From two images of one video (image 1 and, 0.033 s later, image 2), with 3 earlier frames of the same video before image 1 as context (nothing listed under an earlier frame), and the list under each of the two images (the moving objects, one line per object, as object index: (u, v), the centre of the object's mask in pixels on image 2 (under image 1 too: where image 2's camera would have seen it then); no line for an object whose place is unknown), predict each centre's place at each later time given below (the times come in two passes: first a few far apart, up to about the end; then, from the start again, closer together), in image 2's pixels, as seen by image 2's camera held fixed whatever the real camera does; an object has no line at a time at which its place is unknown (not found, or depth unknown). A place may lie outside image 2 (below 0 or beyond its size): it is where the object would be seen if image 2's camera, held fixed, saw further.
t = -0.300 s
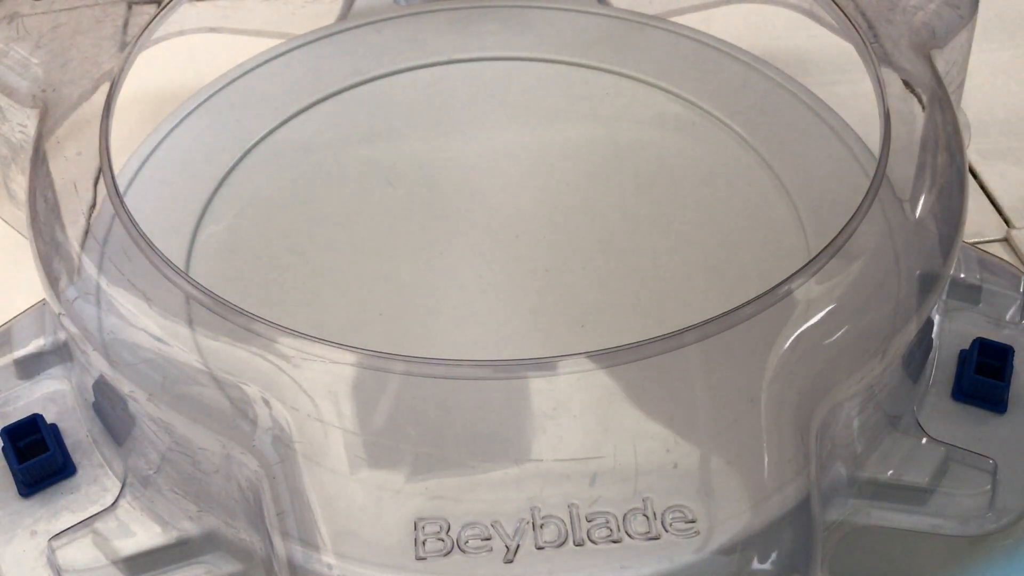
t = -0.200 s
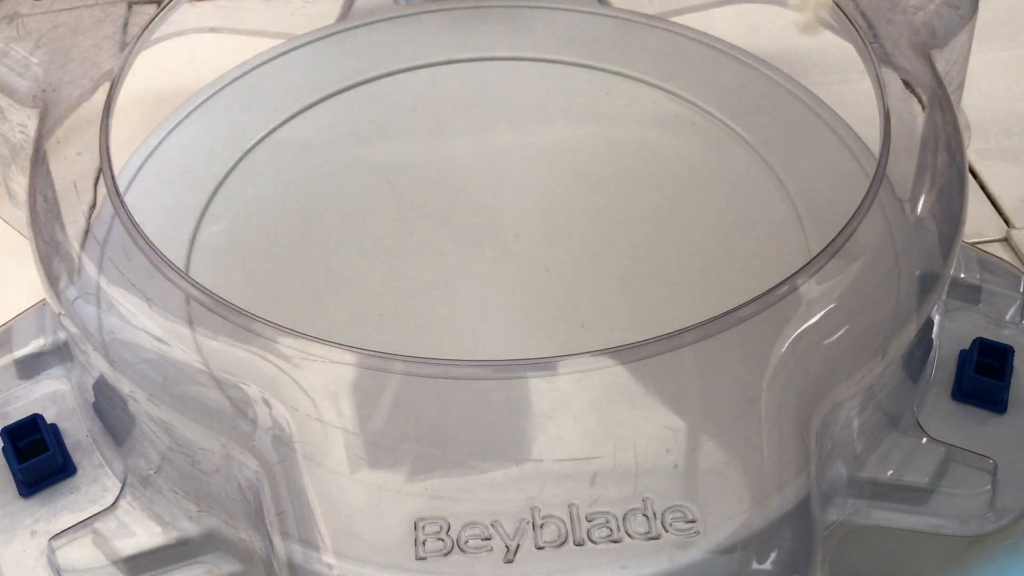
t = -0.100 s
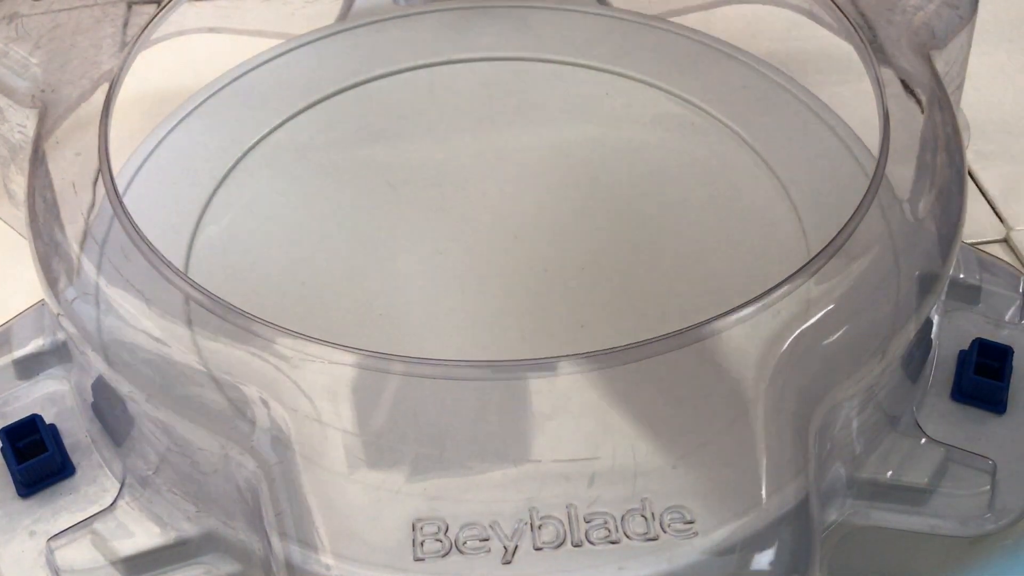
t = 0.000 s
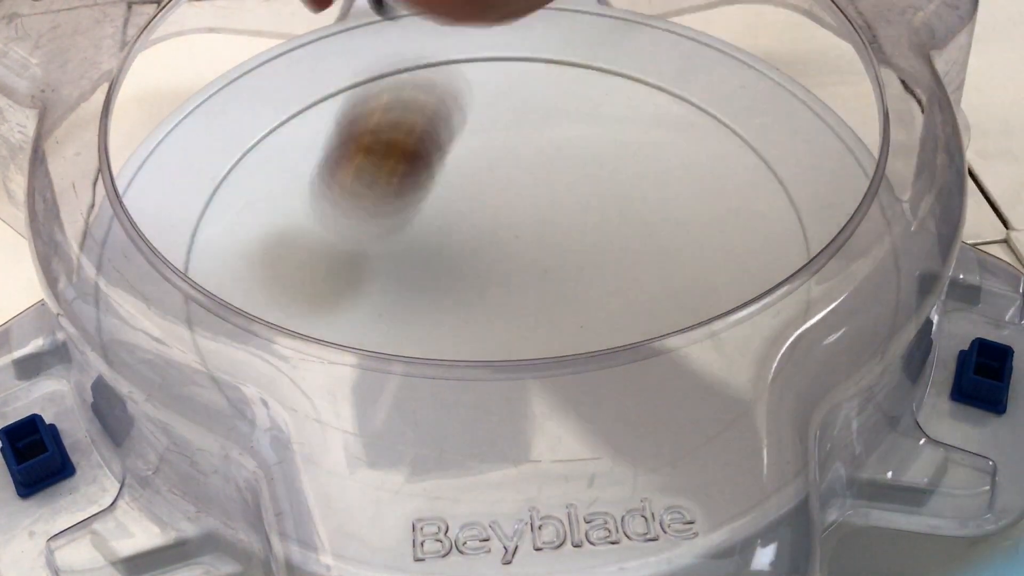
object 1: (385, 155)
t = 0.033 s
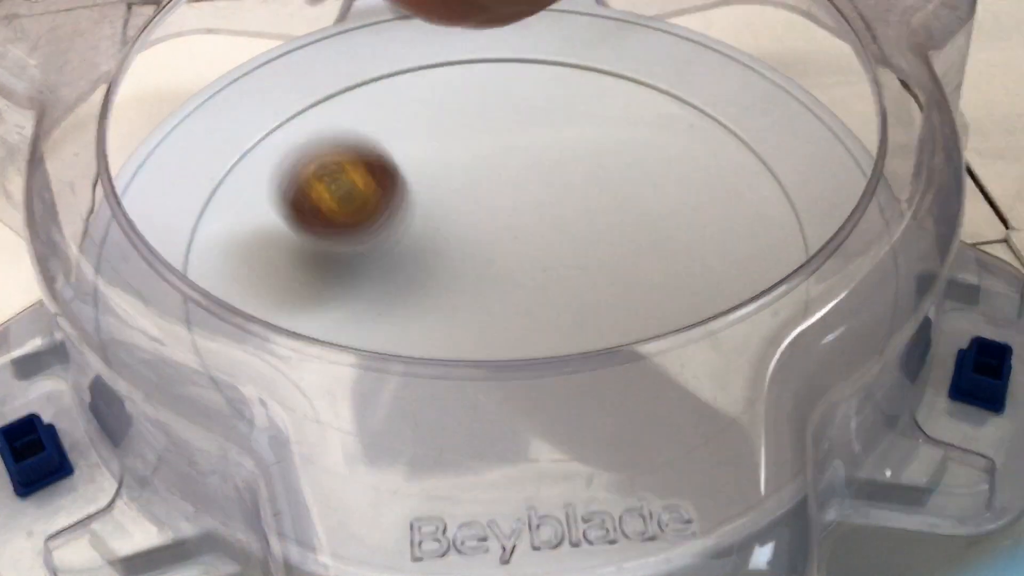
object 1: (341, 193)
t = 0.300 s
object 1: (257, 127)
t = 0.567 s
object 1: (432, 77)
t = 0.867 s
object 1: (481, 300)
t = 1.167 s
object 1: (232, 150)
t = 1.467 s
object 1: (632, 246)
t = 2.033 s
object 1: (523, 130)
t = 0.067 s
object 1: (312, 155)
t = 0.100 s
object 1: (285, 138)
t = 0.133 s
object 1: (260, 143)
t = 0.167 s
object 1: (242, 169)
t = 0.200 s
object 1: (230, 215)
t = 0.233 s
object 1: (234, 173)
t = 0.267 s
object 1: (242, 140)
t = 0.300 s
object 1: (257, 127)
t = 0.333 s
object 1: (276, 137)
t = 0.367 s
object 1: (295, 115)
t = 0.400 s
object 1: (313, 89)
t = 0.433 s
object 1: (333, 86)
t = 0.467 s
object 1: (358, 77)
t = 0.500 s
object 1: (383, 74)
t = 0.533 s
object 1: (407, 72)
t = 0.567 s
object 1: (432, 77)
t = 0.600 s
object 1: (455, 89)
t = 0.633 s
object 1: (478, 105)
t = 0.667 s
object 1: (496, 123)
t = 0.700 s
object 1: (510, 147)
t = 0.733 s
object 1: (521, 172)
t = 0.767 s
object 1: (525, 202)
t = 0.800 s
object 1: (522, 234)
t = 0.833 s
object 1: (510, 266)
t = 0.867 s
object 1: (481, 300)
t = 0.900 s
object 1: (435, 319)
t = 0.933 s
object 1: (380, 339)
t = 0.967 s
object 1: (295, 351)
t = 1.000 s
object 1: (226, 332)
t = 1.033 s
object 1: (208, 280)
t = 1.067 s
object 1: (207, 243)
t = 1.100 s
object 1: (201, 211)
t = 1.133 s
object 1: (214, 176)
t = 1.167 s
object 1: (232, 150)
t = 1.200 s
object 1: (258, 130)
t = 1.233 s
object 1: (293, 118)
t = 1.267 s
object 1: (336, 112)
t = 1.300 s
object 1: (387, 114)
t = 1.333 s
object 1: (441, 122)
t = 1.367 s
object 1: (497, 140)
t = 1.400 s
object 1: (549, 168)
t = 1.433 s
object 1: (597, 205)
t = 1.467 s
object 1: (632, 246)
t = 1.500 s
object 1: (649, 287)
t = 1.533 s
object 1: (655, 330)
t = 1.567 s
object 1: (637, 410)
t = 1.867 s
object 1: (238, 202)
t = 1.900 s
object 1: (281, 173)
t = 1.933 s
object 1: (334, 152)
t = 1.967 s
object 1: (393, 137)
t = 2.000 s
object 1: (458, 129)
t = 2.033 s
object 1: (523, 130)
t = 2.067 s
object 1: (587, 137)
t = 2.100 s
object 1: (644, 149)
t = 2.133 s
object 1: (707, 170)
